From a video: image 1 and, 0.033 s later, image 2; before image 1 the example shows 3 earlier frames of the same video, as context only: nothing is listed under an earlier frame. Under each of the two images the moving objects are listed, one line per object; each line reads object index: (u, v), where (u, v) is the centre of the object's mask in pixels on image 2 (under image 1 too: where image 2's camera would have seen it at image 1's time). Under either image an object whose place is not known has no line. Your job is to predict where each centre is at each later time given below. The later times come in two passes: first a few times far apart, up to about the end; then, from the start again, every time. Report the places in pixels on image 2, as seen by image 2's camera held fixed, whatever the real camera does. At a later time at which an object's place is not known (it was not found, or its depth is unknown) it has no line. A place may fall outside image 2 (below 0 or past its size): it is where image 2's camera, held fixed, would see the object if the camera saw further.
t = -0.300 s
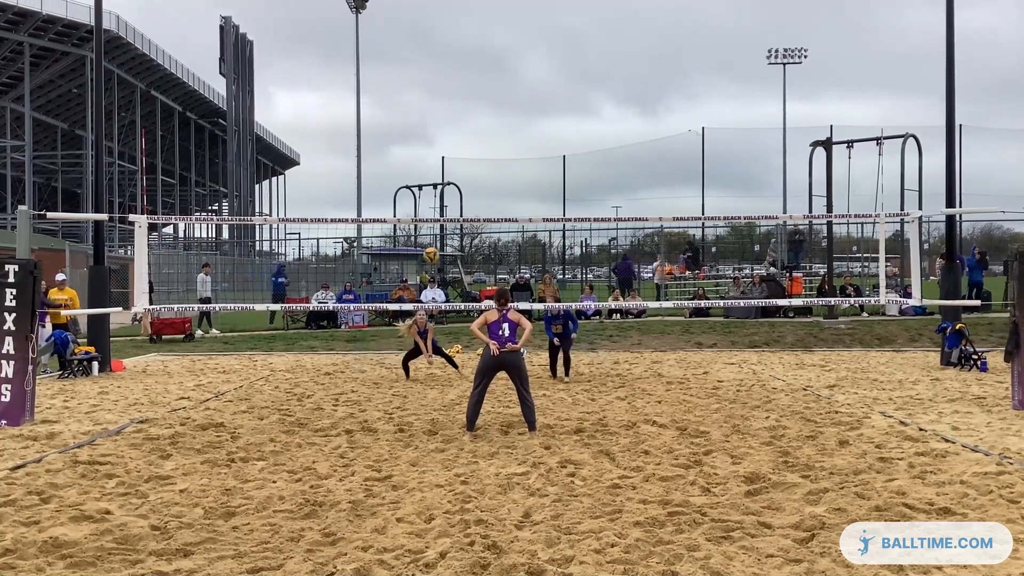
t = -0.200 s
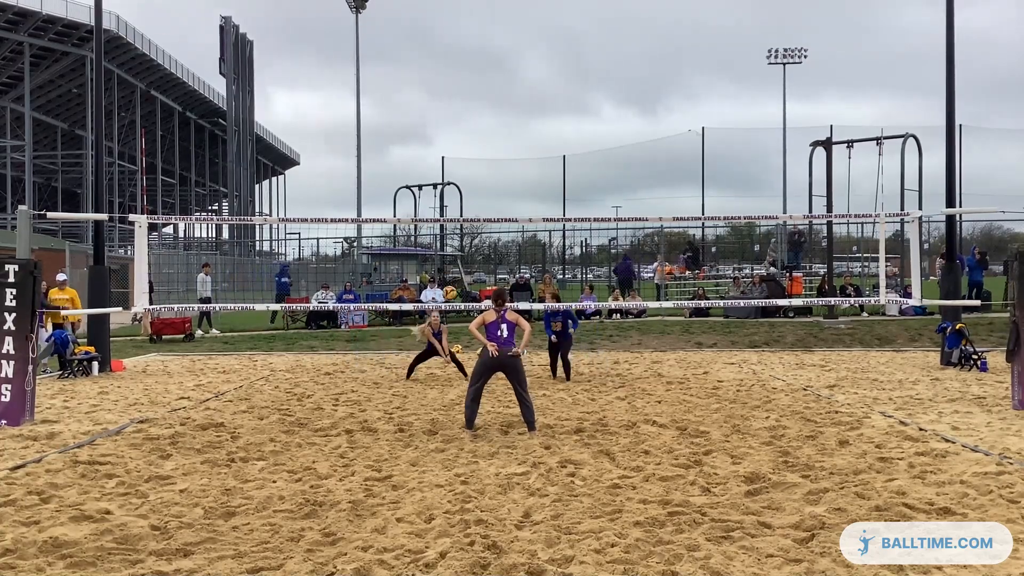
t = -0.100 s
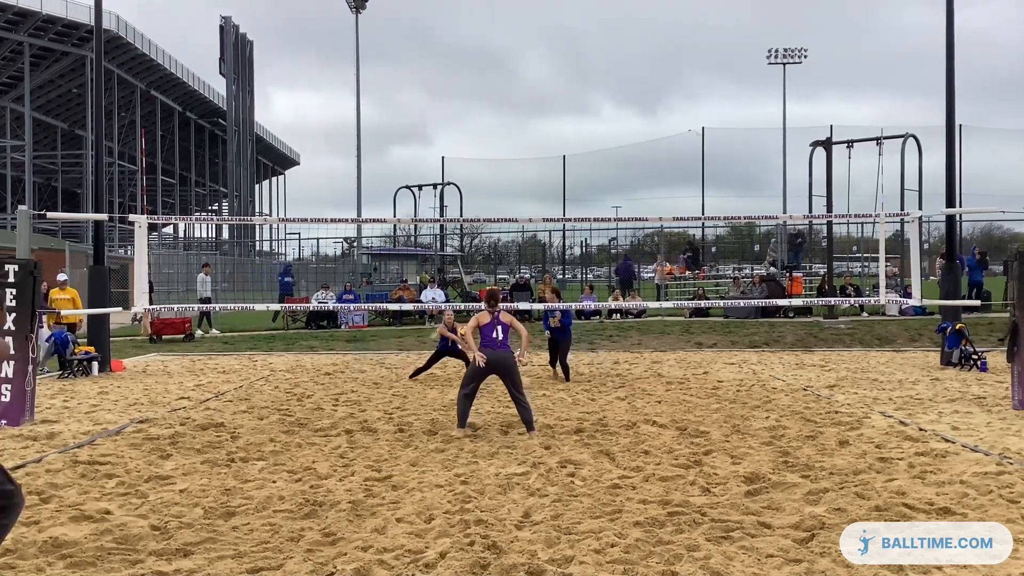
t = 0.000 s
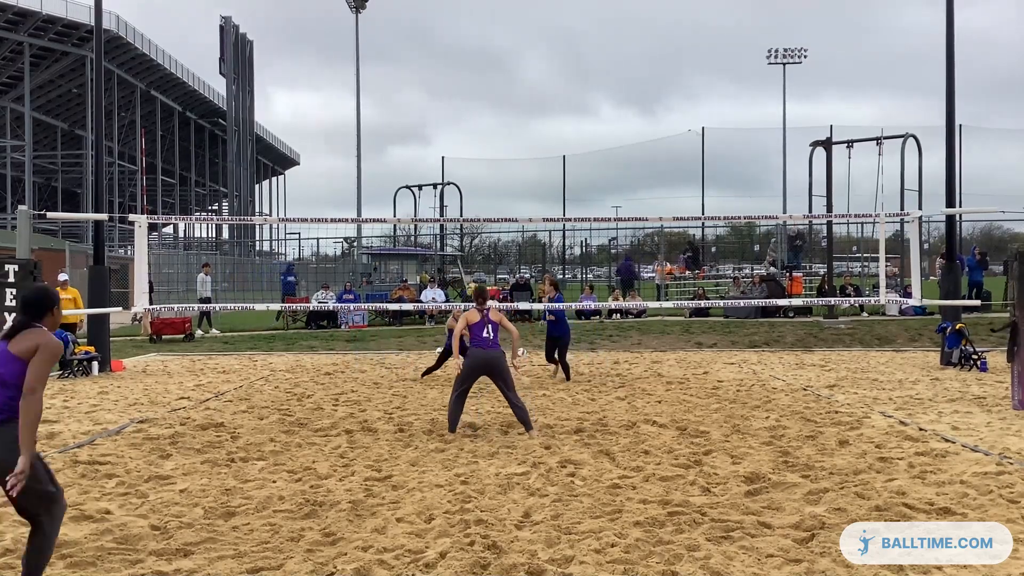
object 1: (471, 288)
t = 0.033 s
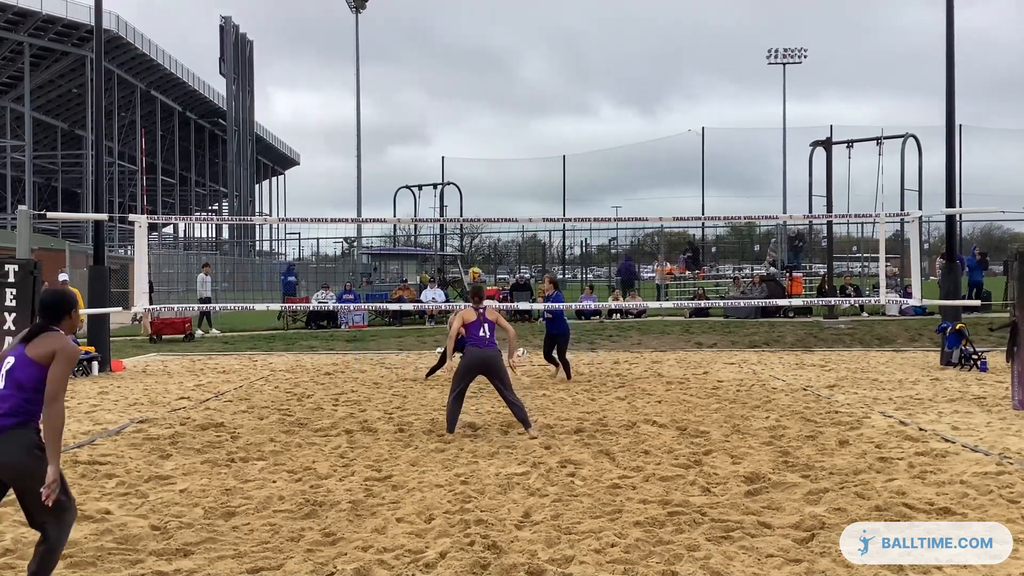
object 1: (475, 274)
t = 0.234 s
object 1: (487, 190)
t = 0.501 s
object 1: (499, 111)
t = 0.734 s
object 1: (506, 75)
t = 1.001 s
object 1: (511, 78)
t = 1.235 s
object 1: (512, 122)
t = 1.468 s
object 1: (509, 209)
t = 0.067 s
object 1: (477, 258)
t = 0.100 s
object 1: (479, 243)
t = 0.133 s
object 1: (482, 230)
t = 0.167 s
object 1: (483, 213)
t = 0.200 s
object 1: (485, 203)
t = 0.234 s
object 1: (487, 190)
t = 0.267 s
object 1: (489, 178)
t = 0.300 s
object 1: (490, 167)
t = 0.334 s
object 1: (492, 156)
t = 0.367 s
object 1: (493, 146)
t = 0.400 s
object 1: (495, 136)
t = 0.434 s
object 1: (496, 127)
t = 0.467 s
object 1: (498, 119)
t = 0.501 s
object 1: (499, 111)
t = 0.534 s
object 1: (500, 104)
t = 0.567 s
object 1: (501, 97)
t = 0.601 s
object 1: (502, 92)
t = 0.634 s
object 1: (503, 87)
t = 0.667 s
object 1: (504, 82)
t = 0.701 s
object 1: (505, 79)
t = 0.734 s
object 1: (506, 75)
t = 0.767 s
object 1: (507, 73)
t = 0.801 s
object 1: (507, 72)
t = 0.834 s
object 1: (508, 71)
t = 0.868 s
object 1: (509, 71)
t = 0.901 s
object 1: (509, 71)
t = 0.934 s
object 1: (510, 73)
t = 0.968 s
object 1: (510, 75)
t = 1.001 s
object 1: (511, 78)
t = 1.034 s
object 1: (511, 82)
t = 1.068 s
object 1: (511, 86)
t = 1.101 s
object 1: (512, 92)
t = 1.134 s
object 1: (512, 98)
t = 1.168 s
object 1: (512, 105)
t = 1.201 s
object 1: (512, 113)
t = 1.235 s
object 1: (512, 122)
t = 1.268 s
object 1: (512, 131)
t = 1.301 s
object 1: (511, 142)
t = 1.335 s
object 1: (511, 153)
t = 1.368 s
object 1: (510, 166)
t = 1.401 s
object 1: (510, 180)
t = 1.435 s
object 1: (509, 194)
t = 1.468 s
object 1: (509, 209)
